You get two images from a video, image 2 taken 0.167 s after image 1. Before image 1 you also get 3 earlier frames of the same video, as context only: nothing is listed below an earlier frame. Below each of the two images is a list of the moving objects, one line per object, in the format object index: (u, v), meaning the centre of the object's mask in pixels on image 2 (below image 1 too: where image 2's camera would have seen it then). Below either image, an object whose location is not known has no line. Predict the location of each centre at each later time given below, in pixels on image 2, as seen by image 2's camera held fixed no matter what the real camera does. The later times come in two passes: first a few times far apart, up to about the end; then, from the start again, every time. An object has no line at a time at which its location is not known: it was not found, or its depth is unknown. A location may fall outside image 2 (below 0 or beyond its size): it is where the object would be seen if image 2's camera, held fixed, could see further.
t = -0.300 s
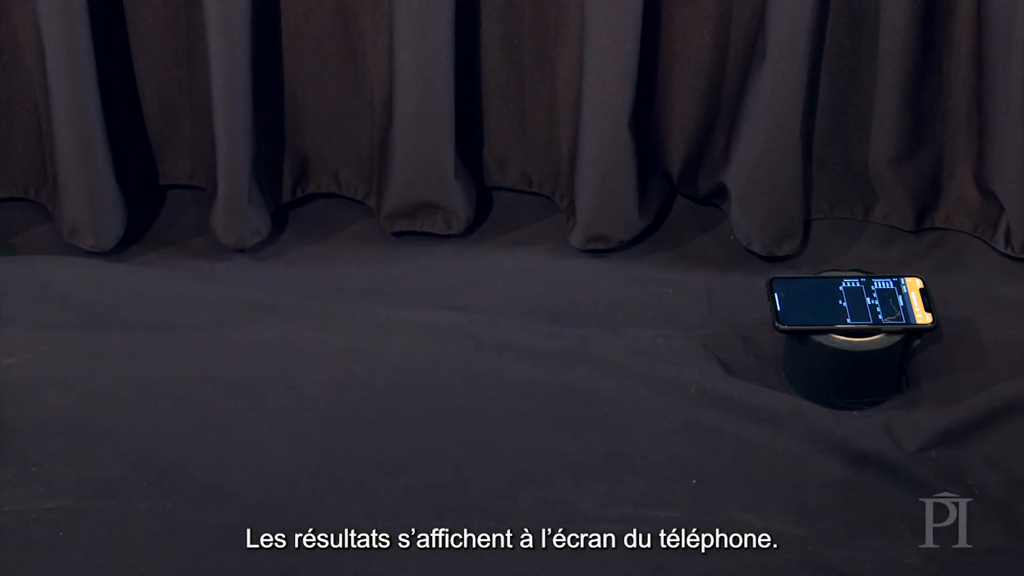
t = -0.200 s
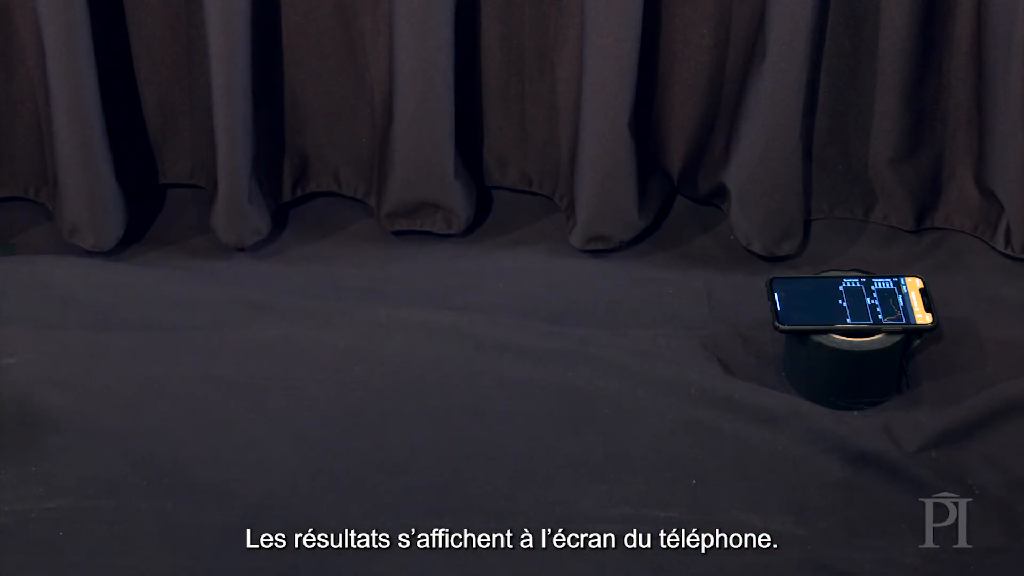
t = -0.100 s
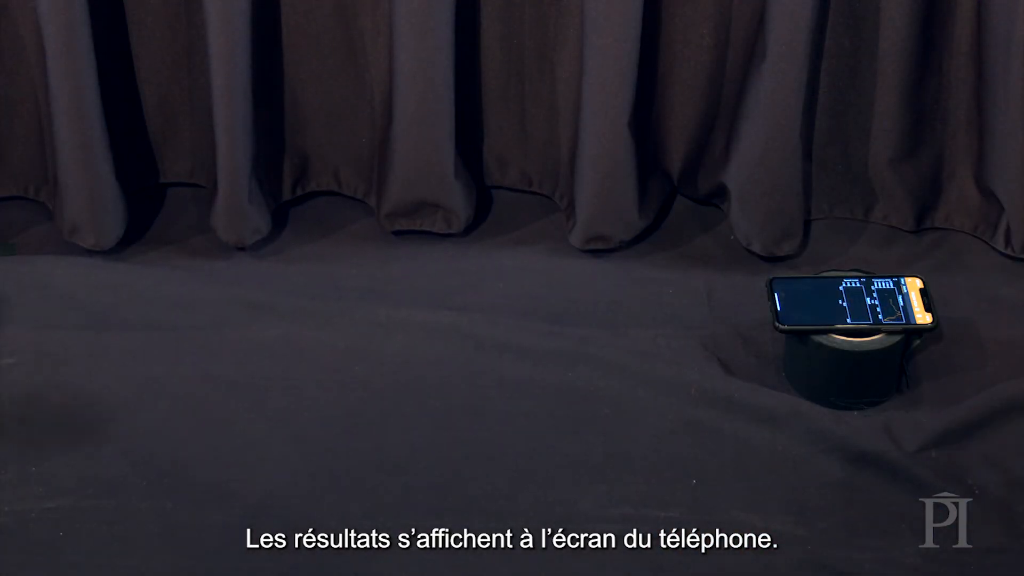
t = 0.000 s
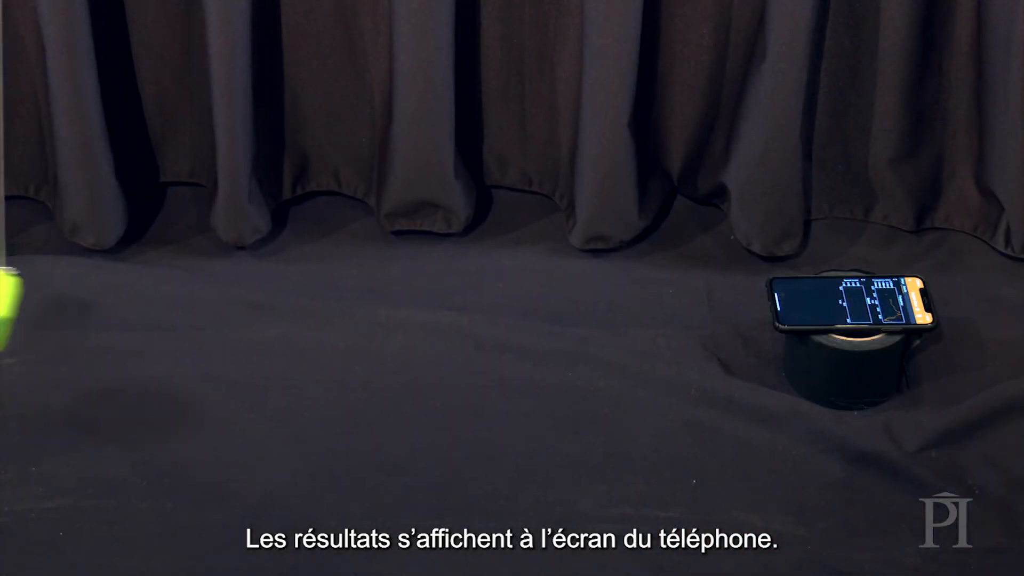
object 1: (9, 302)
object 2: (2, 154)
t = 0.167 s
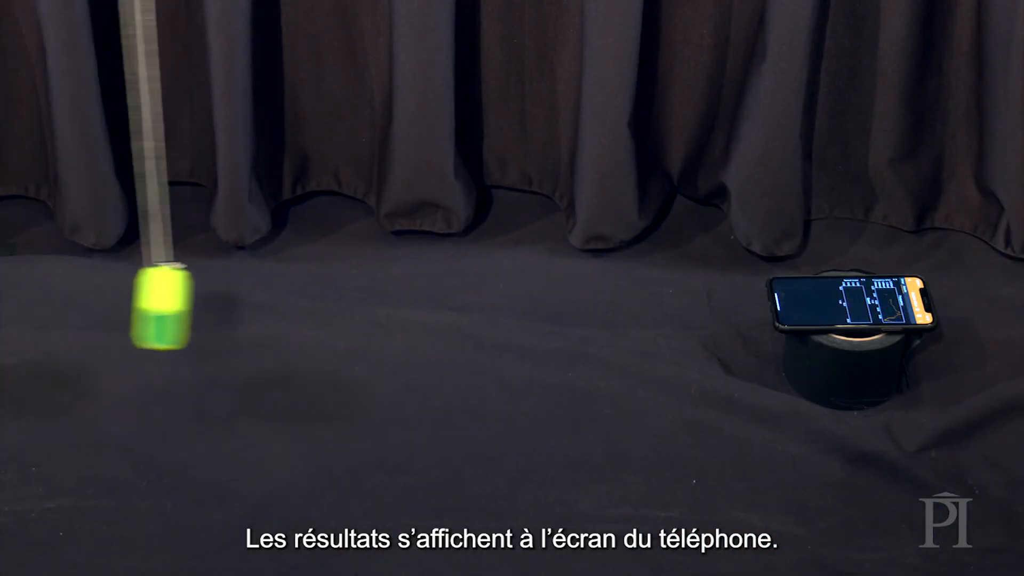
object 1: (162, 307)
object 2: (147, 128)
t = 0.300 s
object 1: (308, 298)
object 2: (288, 126)
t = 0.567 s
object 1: (553, 266)
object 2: (525, 112)
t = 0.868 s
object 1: (671, 249)
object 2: (641, 100)
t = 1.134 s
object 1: (595, 273)
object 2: (569, 116)
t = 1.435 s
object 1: (337, 315)
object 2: (324, 135)
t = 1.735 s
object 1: (26, 320)
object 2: (26, 134)
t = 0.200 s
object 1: (199, 306)
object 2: (182, 128)
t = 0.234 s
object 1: (236, 303)
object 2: (217, 127)
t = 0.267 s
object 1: (272, 301)
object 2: (253, 127)
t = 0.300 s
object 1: (308, 298)
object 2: (288, 126)
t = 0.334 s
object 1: (343, 295)
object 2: (322, 124)
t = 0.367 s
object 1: (377, 291)
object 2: (355, 124)
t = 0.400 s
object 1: (410, 287)
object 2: (386, 121)
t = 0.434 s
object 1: (442, 283)
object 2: (416, 120)
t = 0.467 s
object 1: (472, 278)
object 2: (445, 117)
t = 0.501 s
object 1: (501, 274)
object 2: (473, 115)
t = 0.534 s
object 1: (528, 270)
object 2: (499, 114)
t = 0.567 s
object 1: (553, 266)
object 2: (525, 112)
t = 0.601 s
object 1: (576, 262)
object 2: (548, 110)
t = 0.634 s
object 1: (597, 259)
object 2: (569, 109)
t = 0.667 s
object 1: (615, 256)
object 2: (586, 106)
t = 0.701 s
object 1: (631, 254)
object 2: (601, 105)
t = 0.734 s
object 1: (644, 251)
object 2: (614, 104)
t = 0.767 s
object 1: (655, 250)
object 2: (624, 102)
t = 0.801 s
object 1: (663, 249)
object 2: (632, 102)
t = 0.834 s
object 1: (668, 249)
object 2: (638, 102)
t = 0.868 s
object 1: (671, 249)
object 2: (641, 100)
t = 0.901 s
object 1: (671, 250)
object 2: (642, 101)
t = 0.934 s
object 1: (668, 252)
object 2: (640, 103)
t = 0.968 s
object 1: (662, 254)
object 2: (635, 105)
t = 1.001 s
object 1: (654, 257)
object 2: (627, 106)
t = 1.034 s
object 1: (643, 260)
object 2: (616, 111)
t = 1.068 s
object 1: (629, 264)
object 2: (602, 112)
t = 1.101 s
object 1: (613, 269)
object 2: (587, 114)
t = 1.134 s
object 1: (595, 273)
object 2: (569, 116)
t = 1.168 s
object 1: (574, 278)
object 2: (550, 119)
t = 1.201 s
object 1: (550, 283)
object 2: (527, 121)
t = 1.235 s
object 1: (524, 288)
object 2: (503, 123)
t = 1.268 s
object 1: (497, 293)
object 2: (477, 125)
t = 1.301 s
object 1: (468, 298)
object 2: (449, 128)
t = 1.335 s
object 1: (437, 303)
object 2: (419, 129)
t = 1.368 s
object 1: (405, 307)
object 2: (388, 132)
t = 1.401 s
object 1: (372, 311)
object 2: (356, 133)
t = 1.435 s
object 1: (337, 315)
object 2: (324, 135)
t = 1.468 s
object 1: (302, 318)
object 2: (291, 136)
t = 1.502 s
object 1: (267, 321)
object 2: (258, 136)
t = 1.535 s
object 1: (231, 323)
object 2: (224, 135)
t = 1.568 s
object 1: (195, 324)
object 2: (190, 137)
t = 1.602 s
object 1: (160, 325)
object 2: (156, 136)
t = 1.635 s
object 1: (124, 325)
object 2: (122, 136)
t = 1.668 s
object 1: (89, 324)
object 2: (89, 137)
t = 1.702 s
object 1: (55, 324)
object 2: (57, 134)
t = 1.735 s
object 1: (26, 320)
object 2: (26, 134)
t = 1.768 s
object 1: (11, 314)
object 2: (8, 126)
